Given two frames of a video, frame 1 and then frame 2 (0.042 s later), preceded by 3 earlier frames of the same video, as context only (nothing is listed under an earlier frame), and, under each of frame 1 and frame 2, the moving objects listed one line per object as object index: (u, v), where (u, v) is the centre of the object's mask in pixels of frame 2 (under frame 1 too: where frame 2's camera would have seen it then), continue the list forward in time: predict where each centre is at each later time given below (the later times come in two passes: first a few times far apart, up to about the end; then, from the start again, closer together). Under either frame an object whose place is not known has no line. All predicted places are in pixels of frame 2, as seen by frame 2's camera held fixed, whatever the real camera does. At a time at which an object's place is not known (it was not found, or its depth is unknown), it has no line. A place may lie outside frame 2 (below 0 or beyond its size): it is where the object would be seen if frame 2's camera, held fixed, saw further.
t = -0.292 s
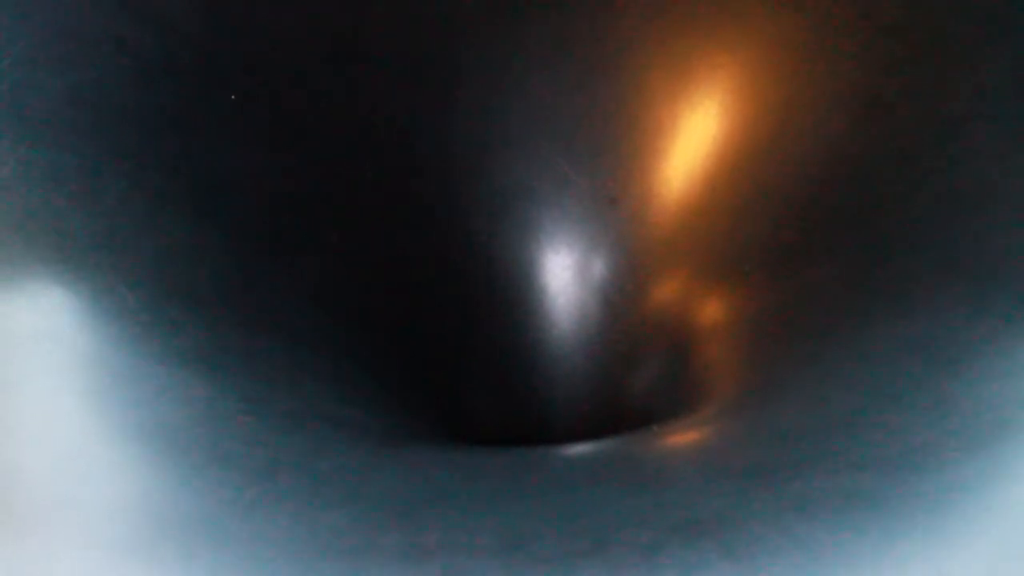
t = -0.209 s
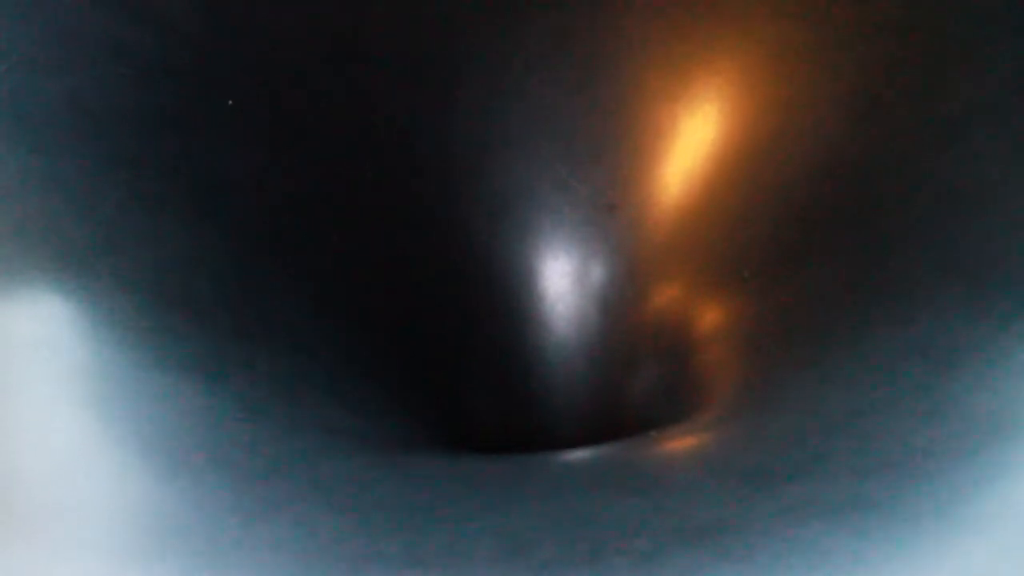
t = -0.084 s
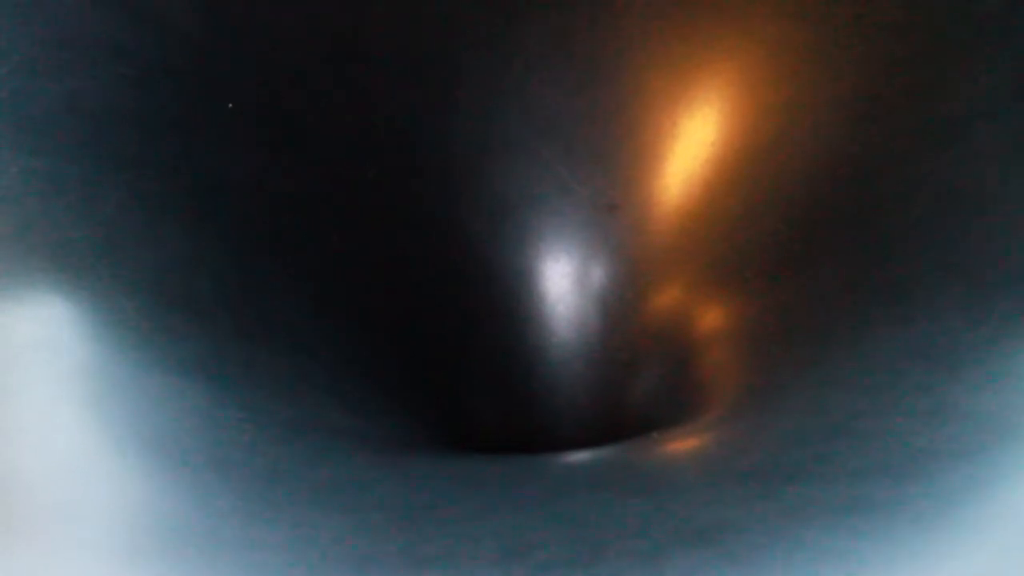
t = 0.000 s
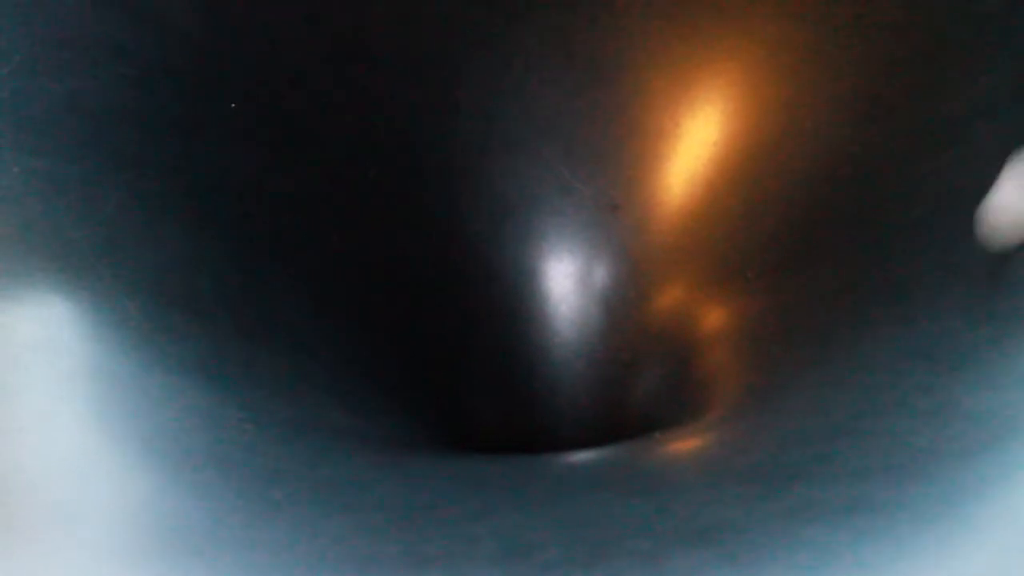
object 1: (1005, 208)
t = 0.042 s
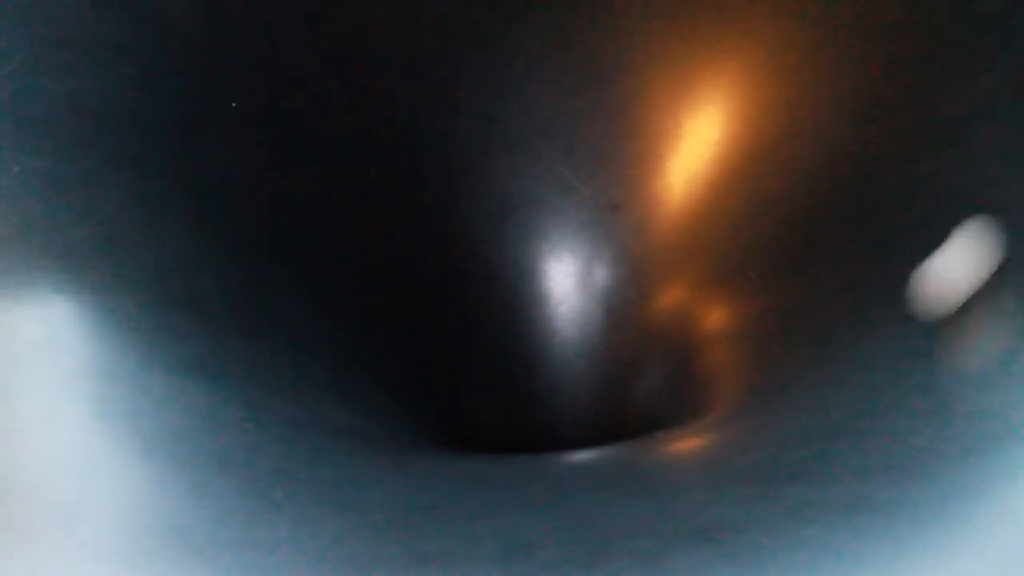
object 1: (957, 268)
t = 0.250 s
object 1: (429, 437)
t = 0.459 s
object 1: (63, 257)
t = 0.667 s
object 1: (120, 32)
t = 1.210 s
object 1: (930, 185)
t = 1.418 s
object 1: (591, 423)
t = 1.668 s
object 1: (163, 287)
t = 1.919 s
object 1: (379, 48)
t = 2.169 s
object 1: (848, 89)
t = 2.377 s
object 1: (781, 349)
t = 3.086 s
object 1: (815, 126)
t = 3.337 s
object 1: (602, 413)
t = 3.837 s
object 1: (680, 104)
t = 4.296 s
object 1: (310, 291)
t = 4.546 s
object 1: (631, 175)
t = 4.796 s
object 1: (538, 428)
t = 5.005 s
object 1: (366, 274)
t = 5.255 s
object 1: (723, 307)
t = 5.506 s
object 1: (394, 382)
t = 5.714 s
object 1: (615, 245)
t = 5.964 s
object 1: (520, 432)
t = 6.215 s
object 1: (606, 262)
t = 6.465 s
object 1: (514, 434)
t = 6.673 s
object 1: (610, 287)
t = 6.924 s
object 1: (482, 435)
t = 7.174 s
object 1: (684, 352)
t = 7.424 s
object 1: (483, 361)
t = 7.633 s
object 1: (611, 427)
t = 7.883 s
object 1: (650, 371)
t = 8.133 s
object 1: (506, 380)
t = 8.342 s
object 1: (494, 439)
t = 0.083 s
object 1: (873, 331)
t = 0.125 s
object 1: (773, 383)
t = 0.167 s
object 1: (660, 416)
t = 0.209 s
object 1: (543, 437)
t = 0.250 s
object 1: (429, 437)
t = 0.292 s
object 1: (323, 423)
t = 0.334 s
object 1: (231, 393)
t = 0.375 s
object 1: (157, 355)
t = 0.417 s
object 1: (101, 308)
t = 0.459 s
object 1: (63, 257)
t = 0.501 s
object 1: (45, 205)
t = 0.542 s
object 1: (44, 152)
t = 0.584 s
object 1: (59, 100)
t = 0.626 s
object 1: (87, 55)
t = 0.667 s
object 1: (120, 32)
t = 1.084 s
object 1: (879, 37)
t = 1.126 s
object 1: (909, 65)
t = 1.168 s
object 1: (931, 120)
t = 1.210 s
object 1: (930, 185)
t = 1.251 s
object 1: (904, 250)
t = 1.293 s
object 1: (853, 310)
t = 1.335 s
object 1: (780, 360)
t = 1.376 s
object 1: (690, 398)
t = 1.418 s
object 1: (591, 423)
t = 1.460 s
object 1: (489, 431)
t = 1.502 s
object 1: (393, 425)
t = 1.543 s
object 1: (309, 404)
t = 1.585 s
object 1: (241, 373)
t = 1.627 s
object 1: (192, 334)
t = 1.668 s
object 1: (163, 287)
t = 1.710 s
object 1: (154, 238)
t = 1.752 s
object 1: (166, 188)
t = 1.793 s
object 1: (197, 141)
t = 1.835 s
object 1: (246, 98)
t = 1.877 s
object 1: (308, 65)
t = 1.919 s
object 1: (379, 48)
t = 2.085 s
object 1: (733, 44)
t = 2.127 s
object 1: (797, 58)
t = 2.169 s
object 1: (848, 89)
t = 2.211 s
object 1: (884, 136)
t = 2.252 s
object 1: (896, 188)
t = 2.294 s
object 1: (883, 245)
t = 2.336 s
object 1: (844, 300)
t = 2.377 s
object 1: (781, 349)
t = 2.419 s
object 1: (699, 389)
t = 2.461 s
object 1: (607, 414)
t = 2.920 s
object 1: (543, 71)
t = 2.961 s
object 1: (626, 65)
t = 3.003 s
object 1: (703, 72)
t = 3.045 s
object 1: (768, 92)
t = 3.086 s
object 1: (815, 126)
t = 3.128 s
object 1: (842, 172)
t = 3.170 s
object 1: (845, 226)
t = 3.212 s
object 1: (820, 282)
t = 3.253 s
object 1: (769, 337)
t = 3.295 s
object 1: (693, 383)
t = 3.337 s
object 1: (602, 413)
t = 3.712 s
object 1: (468, 100)
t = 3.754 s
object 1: (540, 85)
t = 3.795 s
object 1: (613, 87)
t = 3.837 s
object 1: (680, 104)
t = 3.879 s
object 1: (742, 142)
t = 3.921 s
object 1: (777, 189)
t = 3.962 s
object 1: (786, 248)
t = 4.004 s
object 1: (763, 314)
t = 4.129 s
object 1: (528, 424)
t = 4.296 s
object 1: (310, 291)
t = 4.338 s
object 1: (324, 243)
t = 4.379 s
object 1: (359, 202)
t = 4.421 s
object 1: (414, 173)
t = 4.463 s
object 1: (482, 157)
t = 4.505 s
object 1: (558, 157)
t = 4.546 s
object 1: (631, 175)
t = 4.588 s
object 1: (698, 214)
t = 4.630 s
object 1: (733, 262)
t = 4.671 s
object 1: (734, 320)
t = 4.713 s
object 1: (696, 374)
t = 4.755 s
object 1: (626, 412)
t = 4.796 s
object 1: (538, 428)
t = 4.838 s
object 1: (458, 421)
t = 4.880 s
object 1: (392, 394)
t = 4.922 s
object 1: (354, 356)
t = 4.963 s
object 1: (346, 315)
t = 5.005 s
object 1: (366, 274)
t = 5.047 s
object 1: (413, 240)
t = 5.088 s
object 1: (481, 216)
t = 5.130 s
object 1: (561, 210)
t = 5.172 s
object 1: (638, 226)
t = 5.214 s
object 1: (699, 260)
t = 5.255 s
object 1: (723, 307)
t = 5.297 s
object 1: (707, 359)
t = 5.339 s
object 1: (657, 399)
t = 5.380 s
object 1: (585, 425)
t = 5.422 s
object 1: (505, 429)
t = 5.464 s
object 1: (438, 413)
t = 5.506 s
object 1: (394, 382)
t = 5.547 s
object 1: (382, 342)
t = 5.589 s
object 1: (405, 299)
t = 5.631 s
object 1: (458, 264)
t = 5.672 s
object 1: (531, 245)
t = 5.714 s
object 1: (615, 245)
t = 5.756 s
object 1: (680, 267)
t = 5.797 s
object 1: (714, 306)
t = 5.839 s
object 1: (709, 352)
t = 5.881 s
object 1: (666, 395)
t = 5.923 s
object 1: (599, 424)
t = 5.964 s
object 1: (520, 432)
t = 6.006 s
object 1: (453, 419)
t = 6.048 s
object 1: (414, 389)
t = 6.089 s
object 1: (412, 346)
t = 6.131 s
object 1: (451, 303)
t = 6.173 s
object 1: (513, 274)
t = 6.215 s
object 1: (606, 262)
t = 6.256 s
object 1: (665, 278)
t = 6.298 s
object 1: (702, 313)
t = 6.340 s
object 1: (699, 358)
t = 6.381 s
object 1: (660, 400)
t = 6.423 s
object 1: (593, 426)
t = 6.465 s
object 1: (514, 434)
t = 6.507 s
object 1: (453, 419)
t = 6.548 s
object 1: (429, 382)
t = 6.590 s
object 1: (455, 335)
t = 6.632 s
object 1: (512, 301)
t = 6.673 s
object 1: (610, 287)
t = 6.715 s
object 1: (662, 300)
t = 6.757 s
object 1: (693, 335)
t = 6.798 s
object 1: (680, 379)
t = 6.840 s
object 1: (632, 416)
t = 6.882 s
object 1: (557, 434)
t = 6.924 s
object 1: (482, 435)
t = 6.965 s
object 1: (442, 409)
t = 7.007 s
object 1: (450, 365)
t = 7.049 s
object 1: (503, 326)
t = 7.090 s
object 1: (604, 306)
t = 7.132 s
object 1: (653, 318)
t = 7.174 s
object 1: (684, 352)
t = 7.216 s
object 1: (669, 392)
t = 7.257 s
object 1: (616, 424)
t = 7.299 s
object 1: (542, 439)
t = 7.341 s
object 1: (477, 434)
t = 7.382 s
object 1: (453, 404)
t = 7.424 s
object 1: (483, 361)
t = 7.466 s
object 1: (554, 334)
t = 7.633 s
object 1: (611, 427)
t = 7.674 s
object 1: (539, 441)
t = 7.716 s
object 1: (479, 435)
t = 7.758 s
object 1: (466, 405)
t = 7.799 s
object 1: (512, 367)
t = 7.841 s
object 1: (590, 353)
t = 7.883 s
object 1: (650, 371)
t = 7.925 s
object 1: (655, 405)
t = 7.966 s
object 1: (607, 429)
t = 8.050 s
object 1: (479, 436)
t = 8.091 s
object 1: (465, 413)
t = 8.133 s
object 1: (506, 380)
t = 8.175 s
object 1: (587, 374)
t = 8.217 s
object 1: (638, 403)
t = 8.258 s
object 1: (623, 428)
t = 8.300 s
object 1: (554, 443)
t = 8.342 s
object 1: (494, 439)
